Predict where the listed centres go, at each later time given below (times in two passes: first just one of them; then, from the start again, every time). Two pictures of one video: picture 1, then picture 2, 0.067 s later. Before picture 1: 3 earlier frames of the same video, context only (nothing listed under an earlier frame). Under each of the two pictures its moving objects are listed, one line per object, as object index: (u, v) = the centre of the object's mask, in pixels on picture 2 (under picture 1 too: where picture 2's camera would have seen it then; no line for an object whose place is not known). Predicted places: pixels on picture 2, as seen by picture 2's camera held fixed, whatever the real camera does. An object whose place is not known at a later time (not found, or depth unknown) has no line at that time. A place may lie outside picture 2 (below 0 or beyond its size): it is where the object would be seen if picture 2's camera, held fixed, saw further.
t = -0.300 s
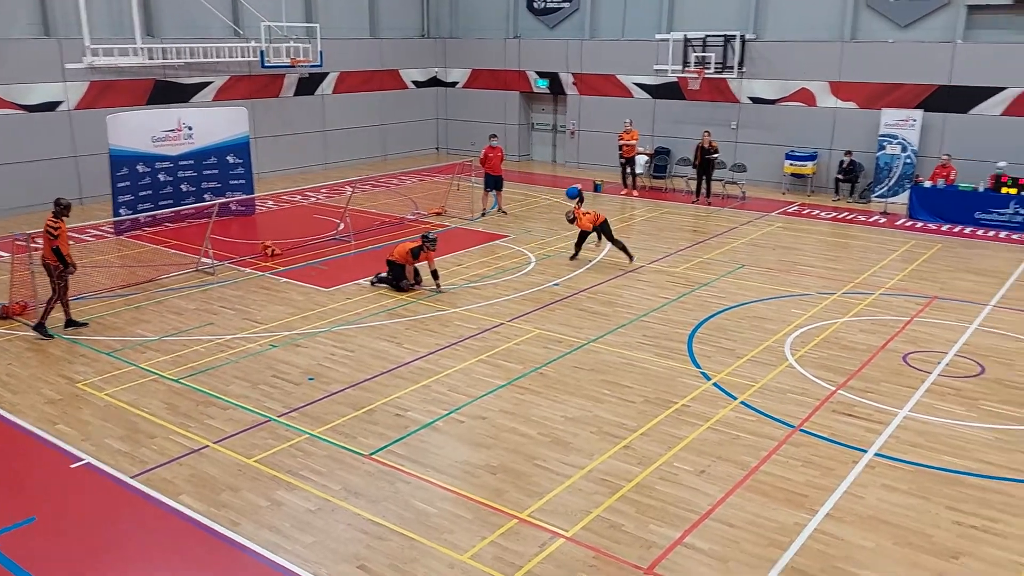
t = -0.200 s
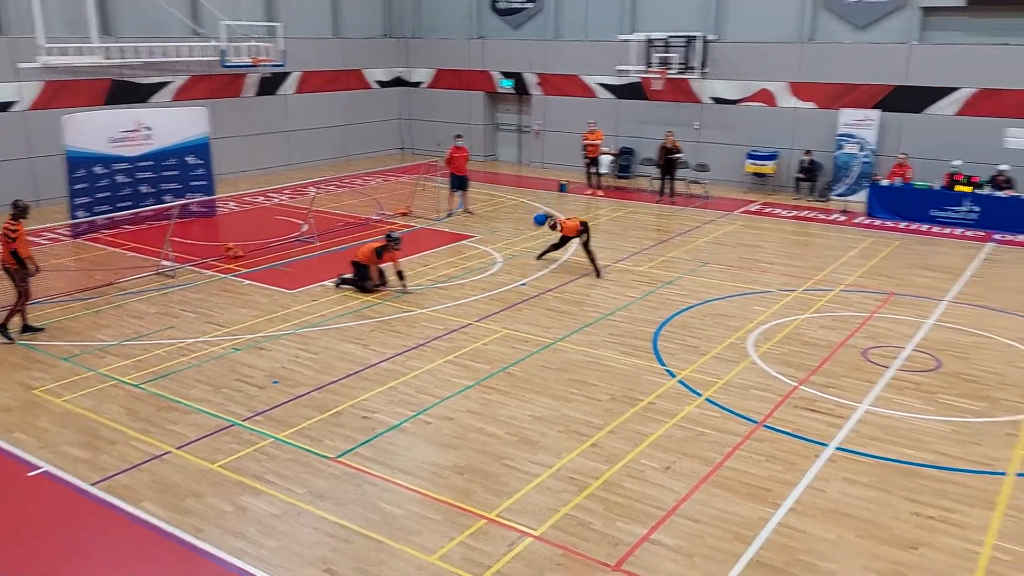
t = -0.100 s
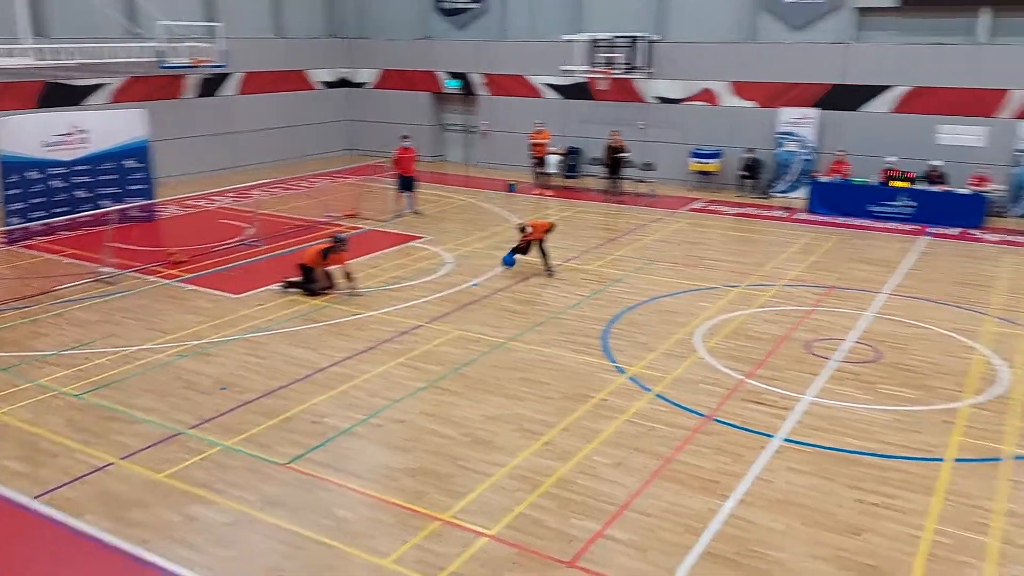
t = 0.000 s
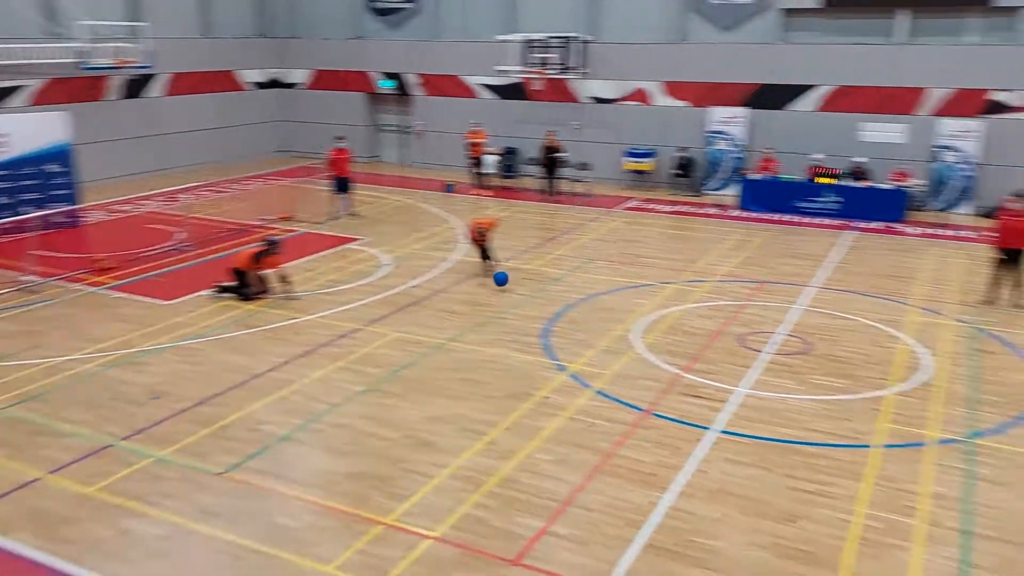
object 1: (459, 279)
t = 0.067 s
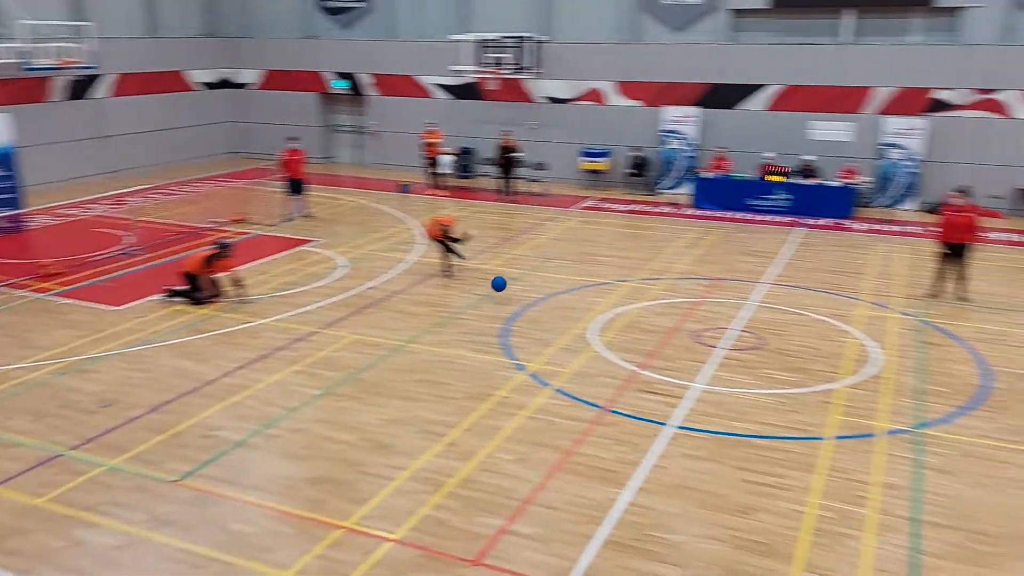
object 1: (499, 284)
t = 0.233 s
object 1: (610, 311)
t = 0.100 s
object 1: (520, 288)
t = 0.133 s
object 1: (541, 292)
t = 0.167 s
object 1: (563, 297)
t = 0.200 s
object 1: (586, 304)
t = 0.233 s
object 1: (610, 311)
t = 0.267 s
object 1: (634, 320)
